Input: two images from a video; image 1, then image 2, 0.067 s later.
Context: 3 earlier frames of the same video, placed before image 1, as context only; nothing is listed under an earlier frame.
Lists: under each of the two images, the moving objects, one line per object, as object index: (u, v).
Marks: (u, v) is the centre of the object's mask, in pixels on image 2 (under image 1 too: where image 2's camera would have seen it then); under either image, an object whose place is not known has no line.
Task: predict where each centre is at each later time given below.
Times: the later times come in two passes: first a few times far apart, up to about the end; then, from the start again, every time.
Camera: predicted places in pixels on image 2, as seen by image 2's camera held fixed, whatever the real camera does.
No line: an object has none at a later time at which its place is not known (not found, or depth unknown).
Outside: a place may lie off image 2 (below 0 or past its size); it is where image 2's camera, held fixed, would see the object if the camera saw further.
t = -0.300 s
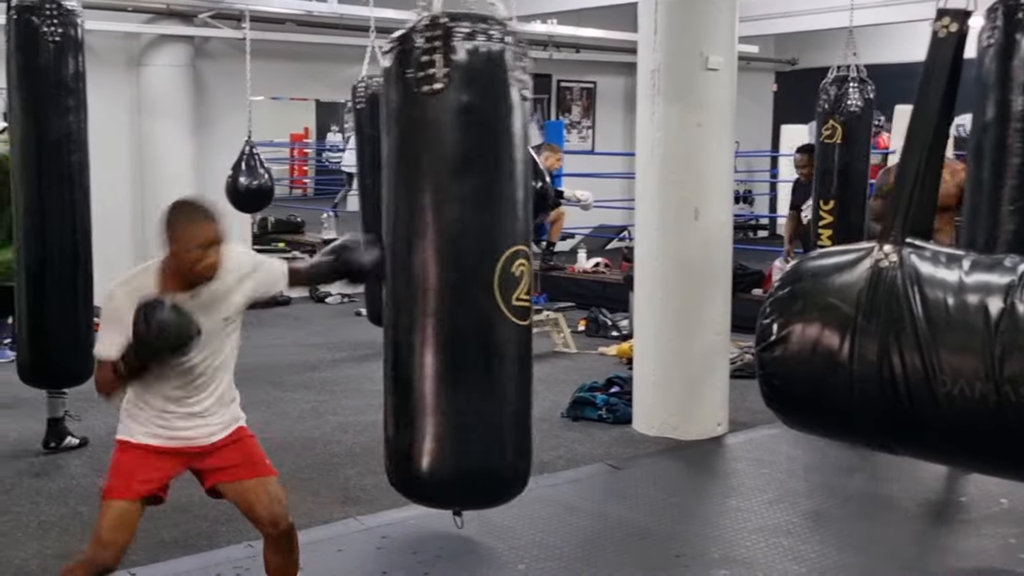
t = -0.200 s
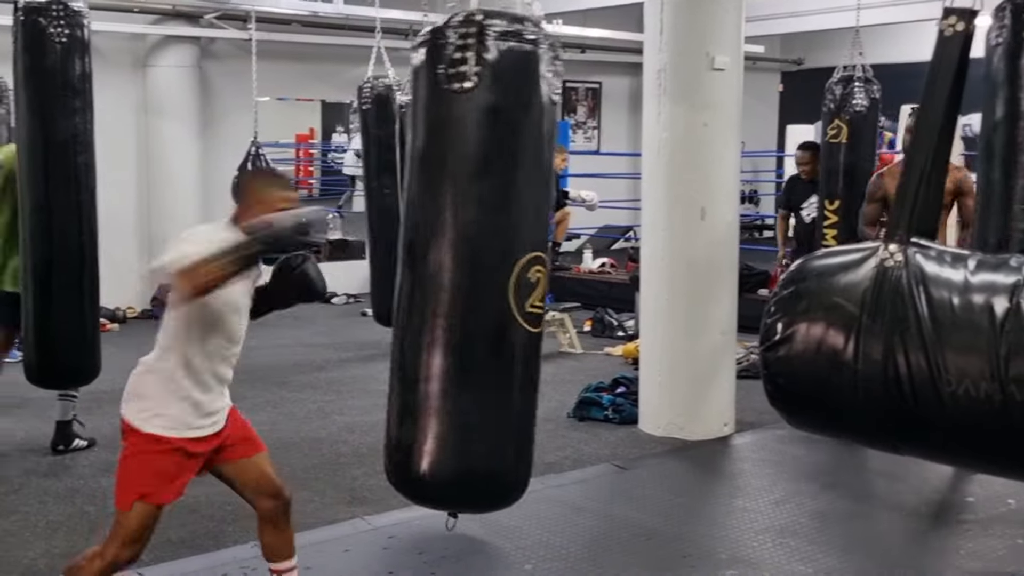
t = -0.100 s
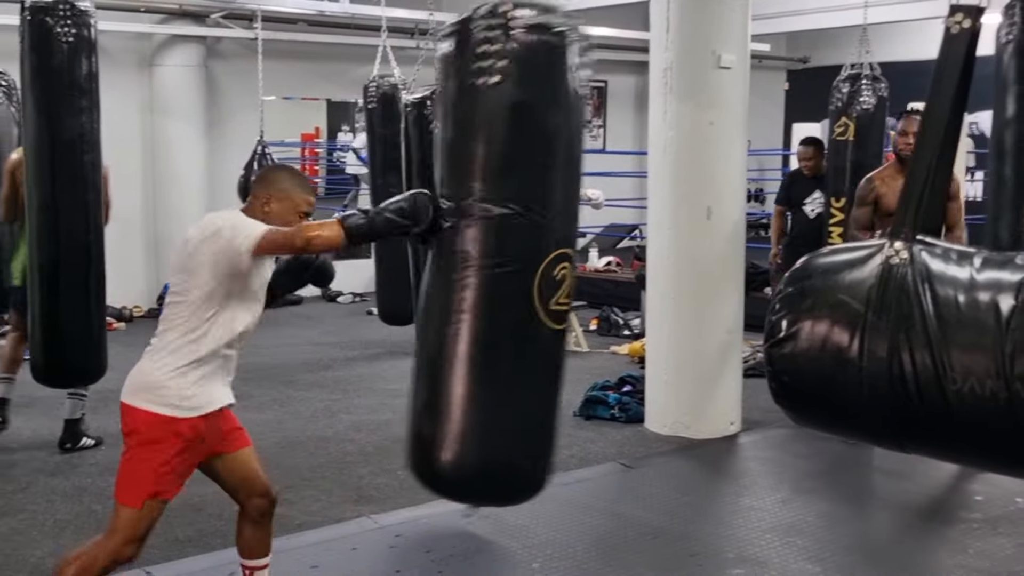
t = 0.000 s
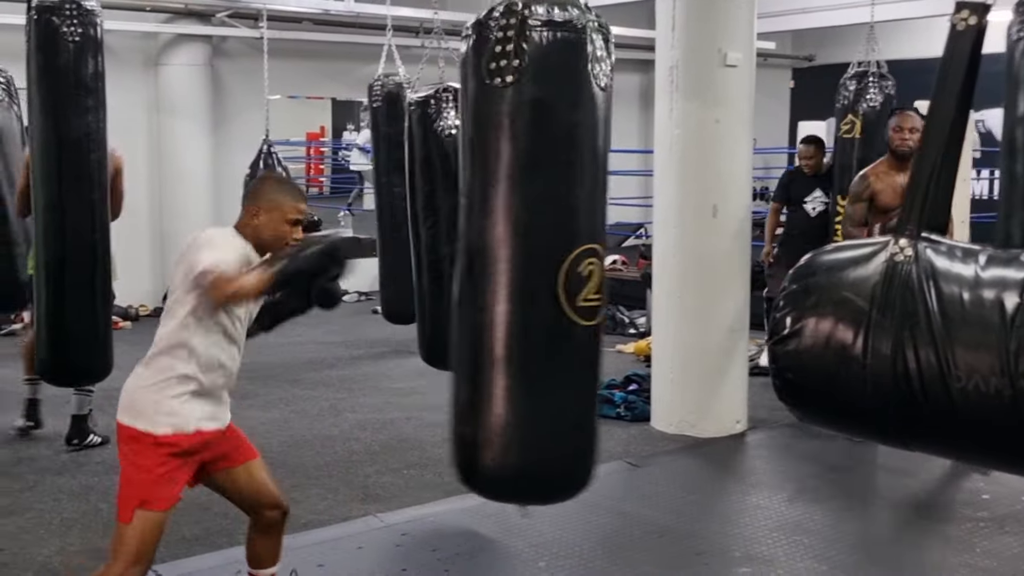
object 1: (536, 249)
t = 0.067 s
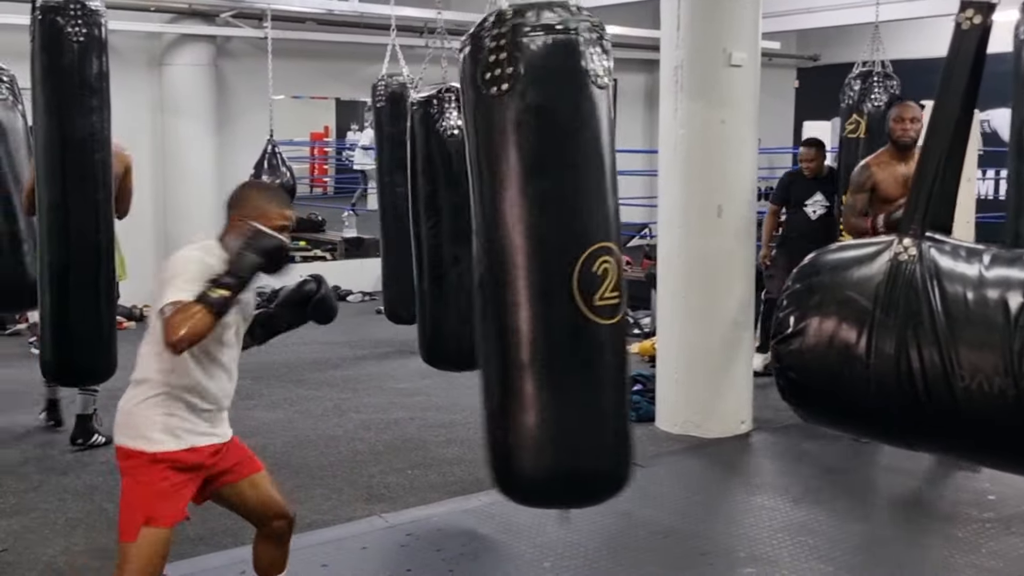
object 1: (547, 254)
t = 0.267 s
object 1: (574, 248)
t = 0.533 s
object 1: (596, 236)
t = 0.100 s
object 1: (552, 255)
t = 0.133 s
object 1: (556, 254)
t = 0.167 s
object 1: (560, 252)
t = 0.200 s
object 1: (565, 250)
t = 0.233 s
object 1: (570, 248)
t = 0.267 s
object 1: (574, 248)
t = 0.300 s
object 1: (580, 248)
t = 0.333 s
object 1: (585, 250)
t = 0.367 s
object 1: (590, 251)
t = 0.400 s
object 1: (594, 249)
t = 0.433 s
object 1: (597, 247)
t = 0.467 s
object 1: (597, 242)
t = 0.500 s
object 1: (597, 238)
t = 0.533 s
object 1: (596, 236)
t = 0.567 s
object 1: (594, 235)
